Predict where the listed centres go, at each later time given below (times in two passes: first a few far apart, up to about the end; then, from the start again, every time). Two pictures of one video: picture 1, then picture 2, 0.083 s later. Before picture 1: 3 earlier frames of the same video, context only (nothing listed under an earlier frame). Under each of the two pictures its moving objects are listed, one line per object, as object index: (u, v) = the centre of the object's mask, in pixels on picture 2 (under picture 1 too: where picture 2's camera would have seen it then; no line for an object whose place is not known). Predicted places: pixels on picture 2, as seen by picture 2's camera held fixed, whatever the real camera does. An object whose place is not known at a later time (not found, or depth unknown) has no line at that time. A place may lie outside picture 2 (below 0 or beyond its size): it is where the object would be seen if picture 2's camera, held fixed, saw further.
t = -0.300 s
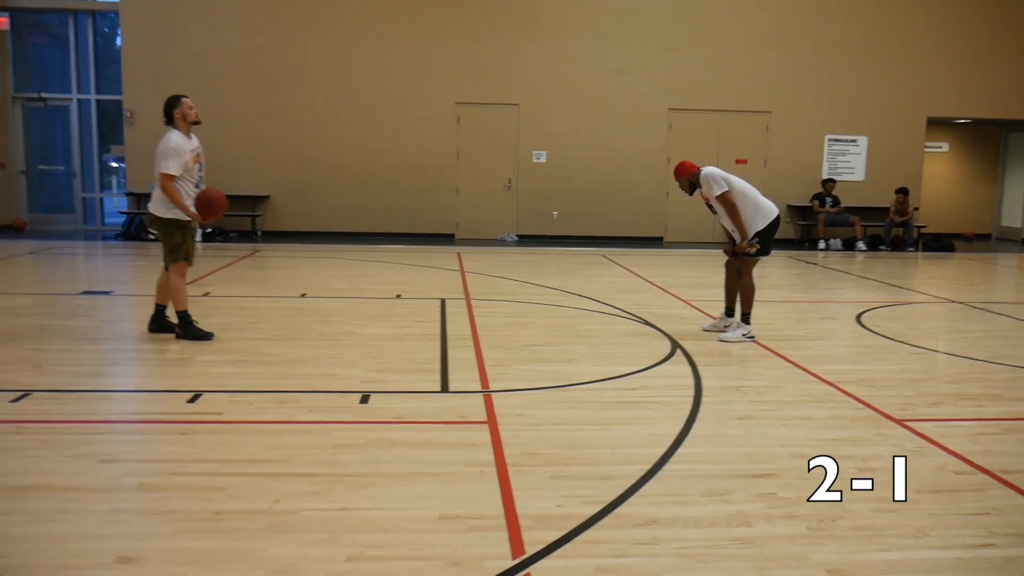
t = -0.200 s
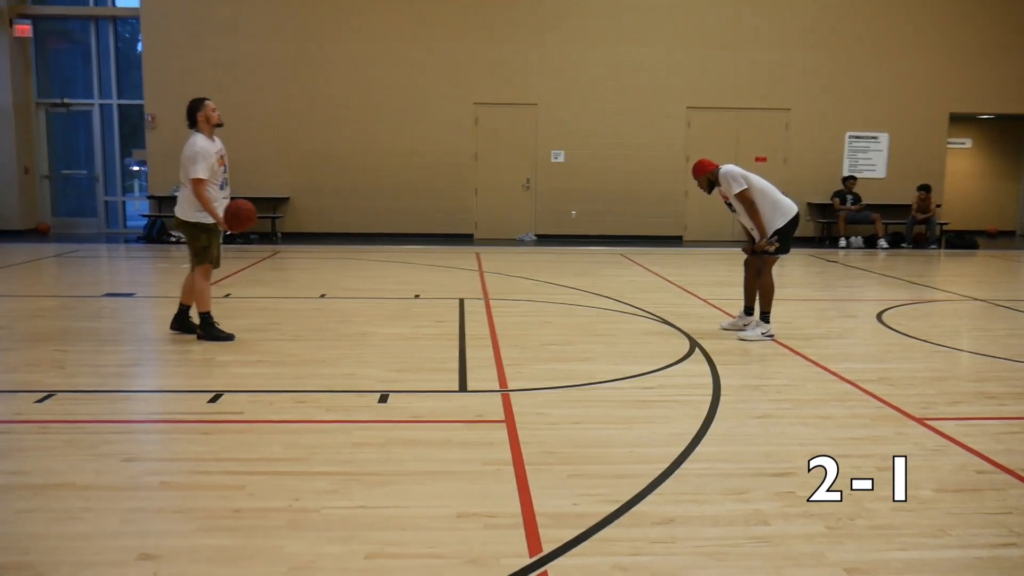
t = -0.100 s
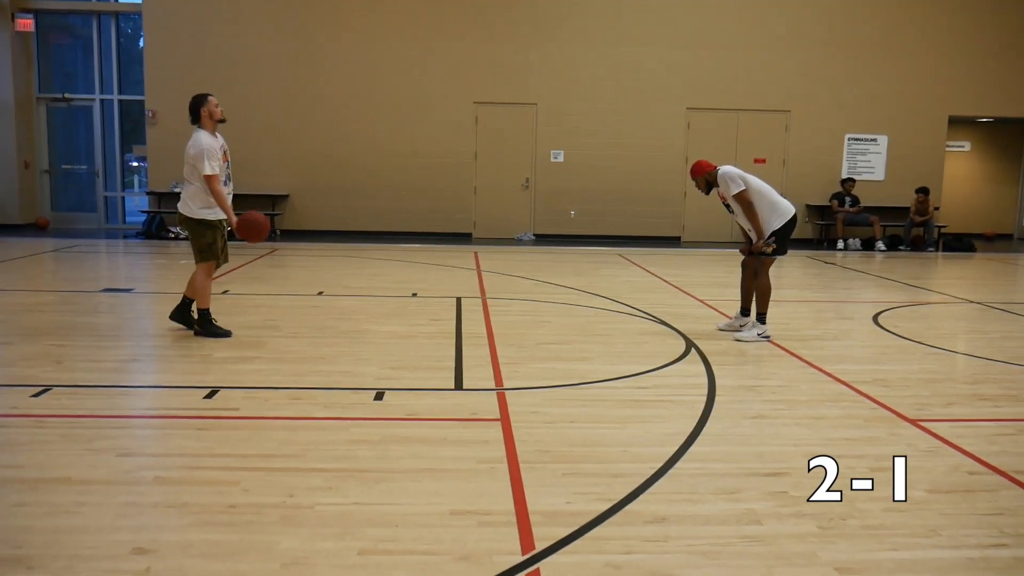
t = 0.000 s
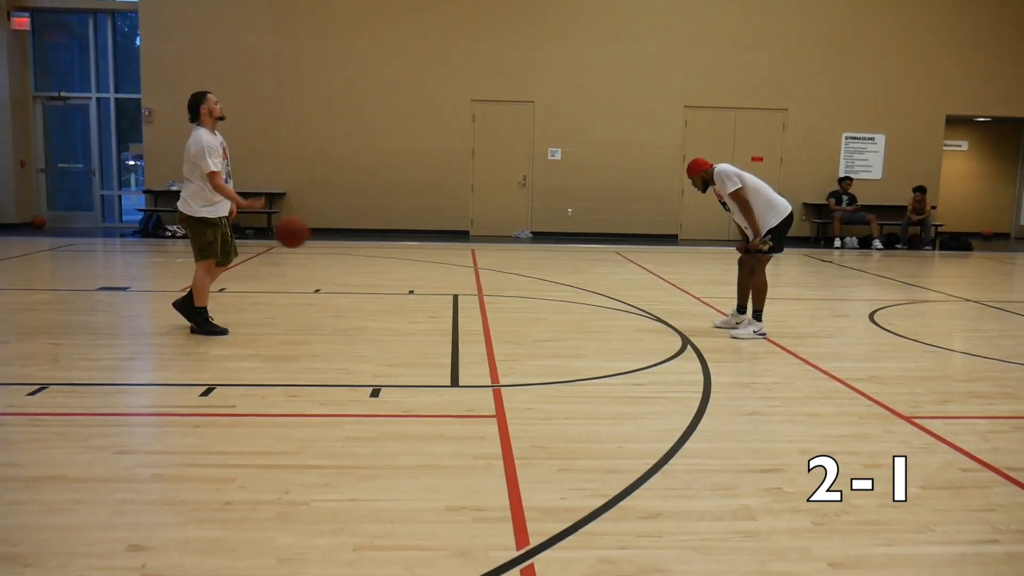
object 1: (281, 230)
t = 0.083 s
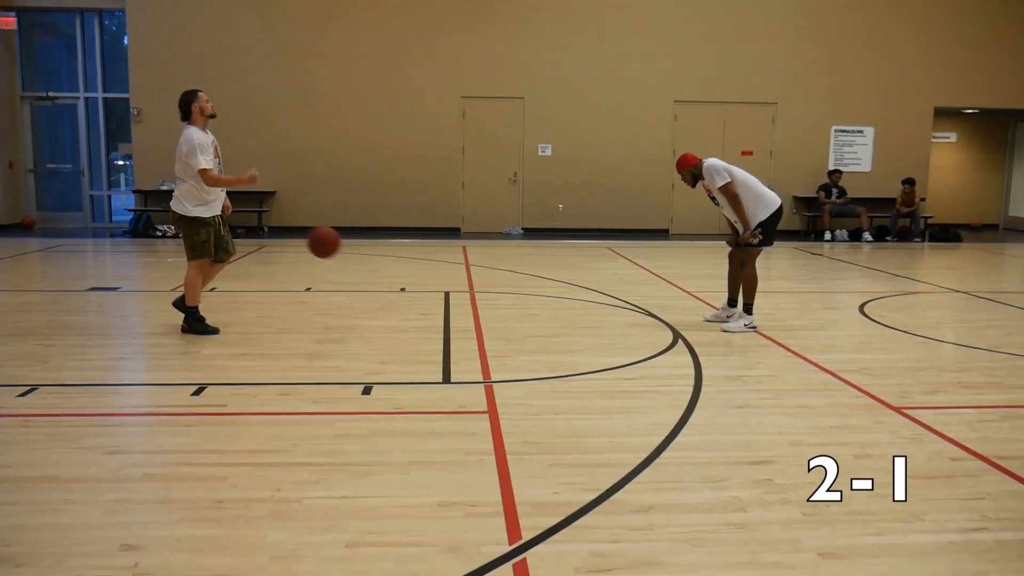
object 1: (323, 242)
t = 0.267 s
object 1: (414, 299)
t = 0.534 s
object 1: (525, 274)
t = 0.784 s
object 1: (622, 283)
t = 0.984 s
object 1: (698, 313)
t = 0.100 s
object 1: (332, 245)
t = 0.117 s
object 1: (340, 249)
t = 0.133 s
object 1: (349, 253)
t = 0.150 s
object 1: (357, 258)
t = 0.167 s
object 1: (365, 263)
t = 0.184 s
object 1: (373, 268)
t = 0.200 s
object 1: (381, 273)
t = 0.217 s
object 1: (390, 279)
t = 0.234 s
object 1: (398, 285)
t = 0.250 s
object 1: (406, 292)
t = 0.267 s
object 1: (414, 299)
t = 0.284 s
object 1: (422, 307)
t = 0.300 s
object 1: (430, 314)
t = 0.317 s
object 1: (439, 322)
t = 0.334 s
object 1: (446, 325)
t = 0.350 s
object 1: (453, 318)
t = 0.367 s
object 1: (459, 313)
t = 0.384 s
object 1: (466, 307)
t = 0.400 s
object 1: (473, 302)
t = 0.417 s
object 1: (480, 297)
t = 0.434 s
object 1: (486, 293)
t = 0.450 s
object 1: (492, 289)
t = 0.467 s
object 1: (499, 285)
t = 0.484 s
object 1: (505, 282)
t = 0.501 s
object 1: (512, 279)
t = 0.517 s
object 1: (518, 276)
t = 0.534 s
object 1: (525, 274)
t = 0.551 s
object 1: (532, 272)
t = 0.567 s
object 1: (539, 270)
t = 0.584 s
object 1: (545, 269)
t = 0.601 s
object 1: (552, 268)
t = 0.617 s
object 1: (559, 268)
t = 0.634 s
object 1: (565, 267)
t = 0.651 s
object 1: (571, 268)
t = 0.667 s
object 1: (578, 269)
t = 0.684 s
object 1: (584, 270)
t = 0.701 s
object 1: (591, 271)
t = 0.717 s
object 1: (597, 273)
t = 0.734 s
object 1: (603, 275)
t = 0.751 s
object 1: (610, 277)
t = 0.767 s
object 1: (616, 280)
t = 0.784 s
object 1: (622, 283)
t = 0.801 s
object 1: (629, 286)
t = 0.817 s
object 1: (635, 290)
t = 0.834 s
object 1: (641, 294)
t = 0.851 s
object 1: (648, 298)
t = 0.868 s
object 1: (654, 303)
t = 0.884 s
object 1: (660, 309)
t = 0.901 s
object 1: (666, 315)
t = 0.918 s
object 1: (673, 320)
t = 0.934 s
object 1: (679, 326)
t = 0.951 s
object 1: (685, 322)
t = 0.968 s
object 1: (691, 317)
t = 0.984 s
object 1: (698, 313)
